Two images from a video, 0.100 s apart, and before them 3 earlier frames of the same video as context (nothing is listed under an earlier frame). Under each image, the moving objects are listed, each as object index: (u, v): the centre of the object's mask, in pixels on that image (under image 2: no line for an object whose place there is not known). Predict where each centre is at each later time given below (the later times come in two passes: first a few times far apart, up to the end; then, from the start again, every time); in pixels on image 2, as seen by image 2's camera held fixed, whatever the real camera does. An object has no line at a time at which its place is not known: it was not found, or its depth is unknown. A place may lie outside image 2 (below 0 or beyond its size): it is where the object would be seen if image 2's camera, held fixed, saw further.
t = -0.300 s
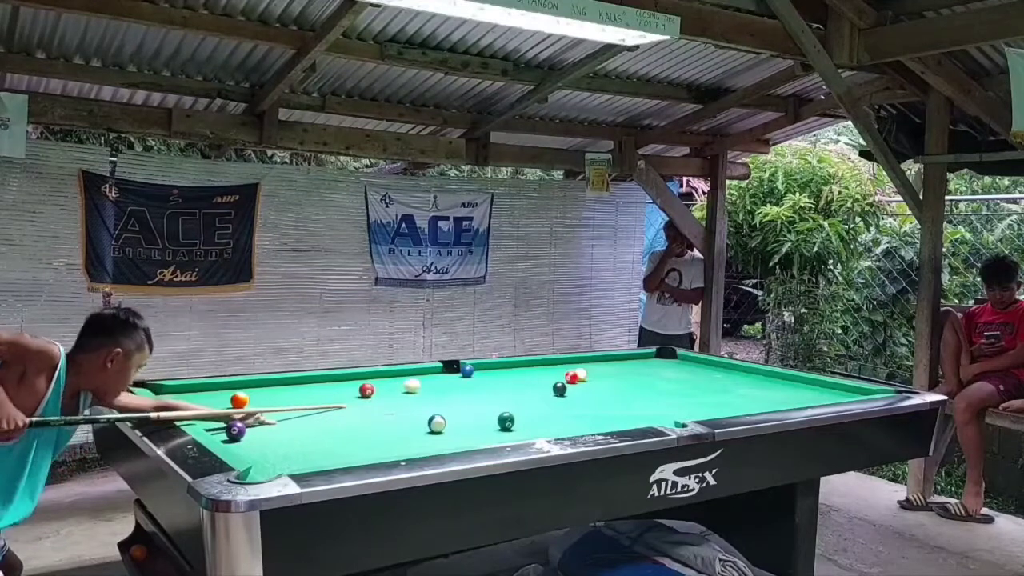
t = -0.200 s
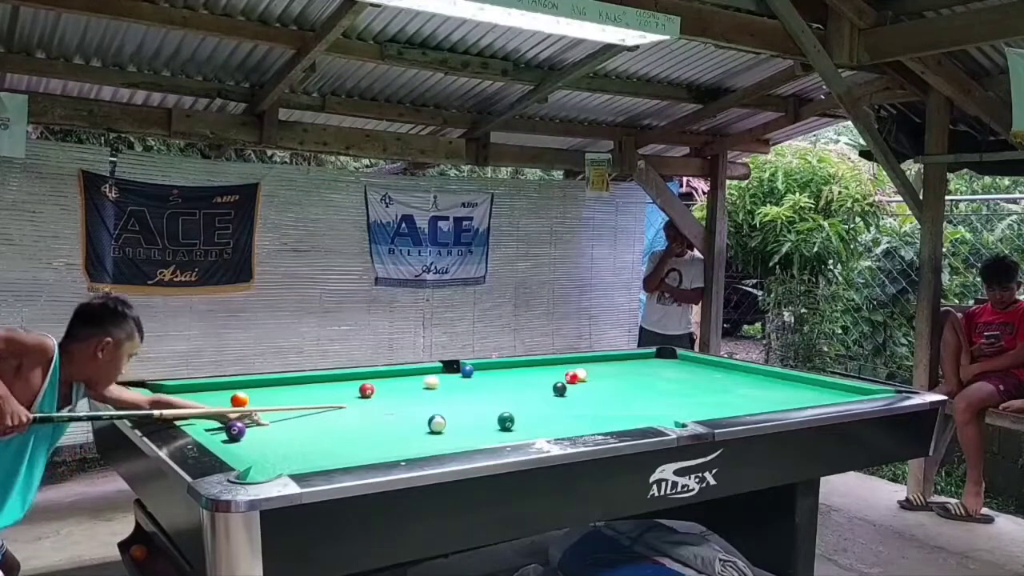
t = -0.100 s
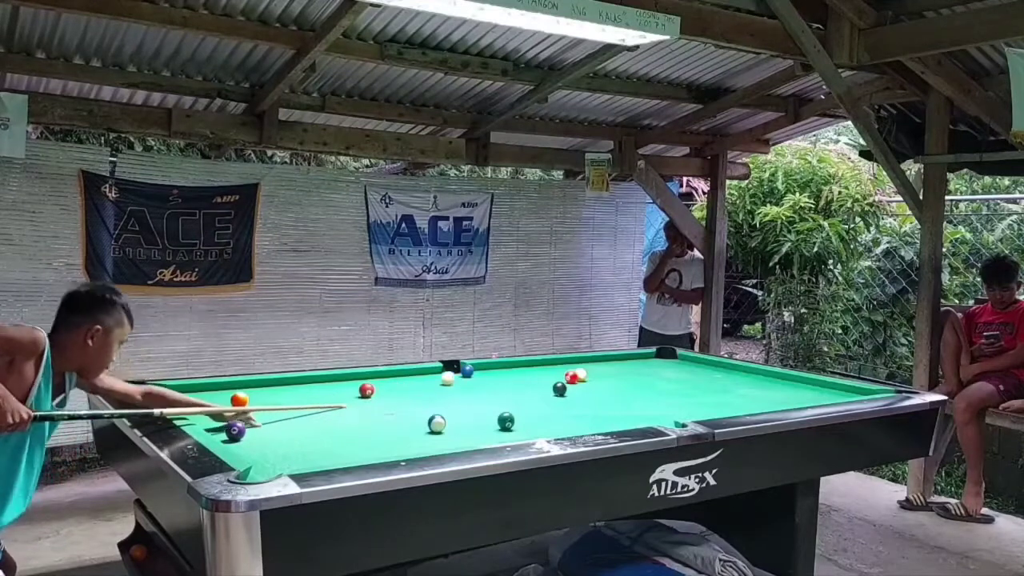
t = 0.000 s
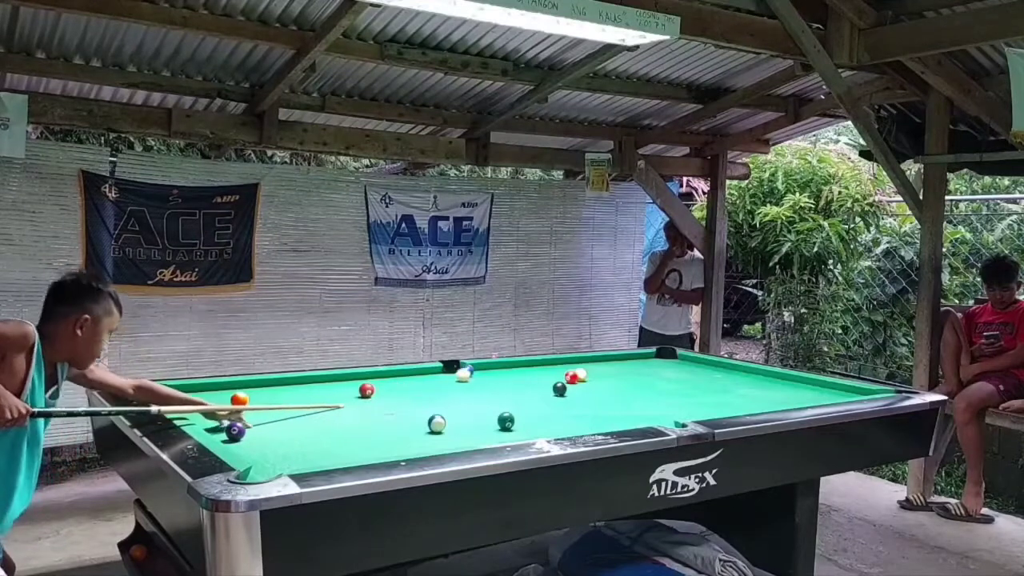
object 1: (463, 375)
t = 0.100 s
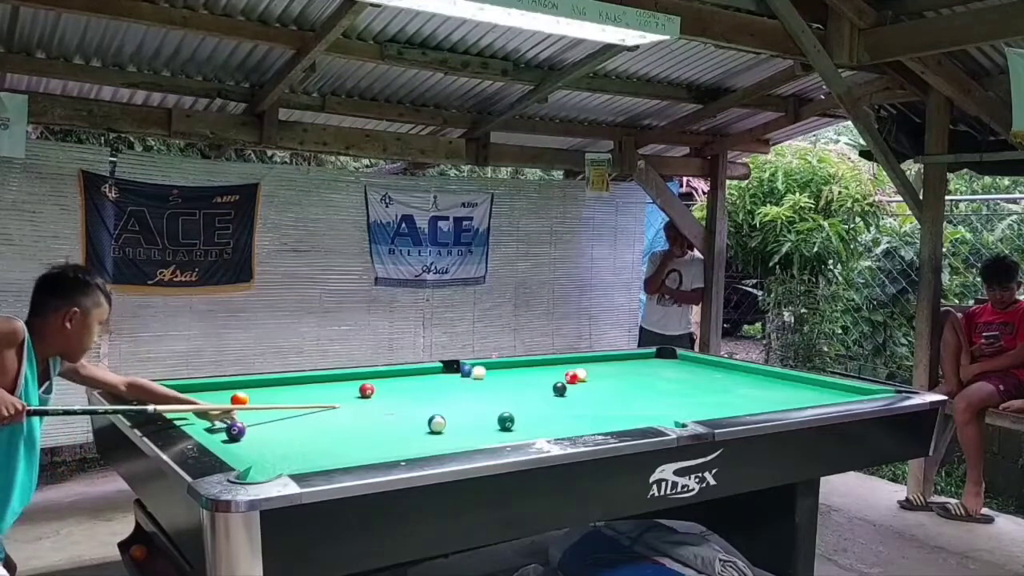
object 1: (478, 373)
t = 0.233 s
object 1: (501, 370)
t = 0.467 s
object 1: (537, 367)
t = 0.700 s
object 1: (570, 364)
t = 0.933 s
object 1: (600, 361)
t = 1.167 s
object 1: (628, 358)
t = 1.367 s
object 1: (649, 356)
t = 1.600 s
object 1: (671, 354)
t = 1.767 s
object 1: (663, 357)
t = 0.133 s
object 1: (485, 372)
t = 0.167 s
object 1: (490, 371)
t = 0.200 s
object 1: (496, 371)
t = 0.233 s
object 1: (501, 370)
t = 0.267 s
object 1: (507, 369)
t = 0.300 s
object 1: (512, 369)
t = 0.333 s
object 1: (517, 369)
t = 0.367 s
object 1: (522, 368)
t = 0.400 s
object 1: (528, 368)
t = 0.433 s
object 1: (532, 367)
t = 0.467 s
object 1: (537, 367)
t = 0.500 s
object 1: (542, 366)
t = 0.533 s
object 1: (547, 366)
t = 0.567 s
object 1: (552, 365)
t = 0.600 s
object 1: (556, 365)
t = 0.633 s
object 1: (561, 364)
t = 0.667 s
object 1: (566, 364)
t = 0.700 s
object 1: (570, 364)
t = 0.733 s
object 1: (575, 363)
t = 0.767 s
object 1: (579, 362)
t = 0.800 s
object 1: (583, 362)
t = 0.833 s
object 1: (588, 362)
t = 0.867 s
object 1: (592, 361)
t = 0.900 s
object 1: (596, 361)
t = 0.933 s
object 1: (600, 361)
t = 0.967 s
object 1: (604, 360)
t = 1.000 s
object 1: (608, 360)
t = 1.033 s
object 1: (612, 360)
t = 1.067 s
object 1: (616, 359)
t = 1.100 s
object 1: (620, 359)
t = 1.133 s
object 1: (624, 359)
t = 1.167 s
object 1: (628, 358)
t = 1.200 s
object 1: (631, 358)
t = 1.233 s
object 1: (635, 358)
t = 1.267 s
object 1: (638, 357)
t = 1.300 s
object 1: (642, 357)
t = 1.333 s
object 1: (646, 357)
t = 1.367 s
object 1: (649, 356)
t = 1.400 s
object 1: (652, 356)
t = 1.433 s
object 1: (655, 356)
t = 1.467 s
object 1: (659, 356)
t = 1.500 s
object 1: (662, 355)
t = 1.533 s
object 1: (665, 355)
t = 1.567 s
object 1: (669, 355)
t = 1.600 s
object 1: (671, 354)
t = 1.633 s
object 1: (670, 354)
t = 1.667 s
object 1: (668, 353)
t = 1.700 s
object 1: (666, 354)
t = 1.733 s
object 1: (664, 355)
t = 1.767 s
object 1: (663, 357)
